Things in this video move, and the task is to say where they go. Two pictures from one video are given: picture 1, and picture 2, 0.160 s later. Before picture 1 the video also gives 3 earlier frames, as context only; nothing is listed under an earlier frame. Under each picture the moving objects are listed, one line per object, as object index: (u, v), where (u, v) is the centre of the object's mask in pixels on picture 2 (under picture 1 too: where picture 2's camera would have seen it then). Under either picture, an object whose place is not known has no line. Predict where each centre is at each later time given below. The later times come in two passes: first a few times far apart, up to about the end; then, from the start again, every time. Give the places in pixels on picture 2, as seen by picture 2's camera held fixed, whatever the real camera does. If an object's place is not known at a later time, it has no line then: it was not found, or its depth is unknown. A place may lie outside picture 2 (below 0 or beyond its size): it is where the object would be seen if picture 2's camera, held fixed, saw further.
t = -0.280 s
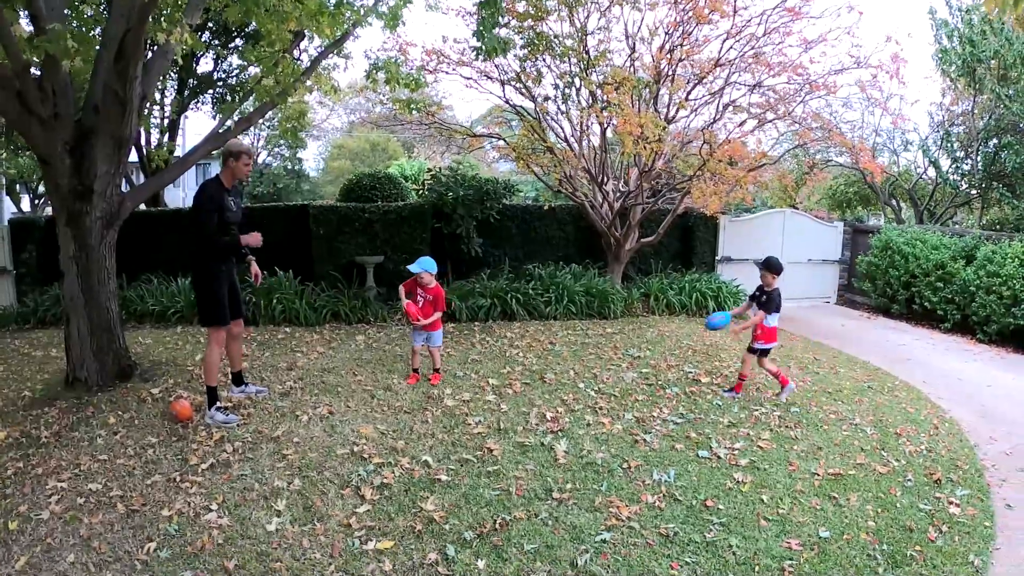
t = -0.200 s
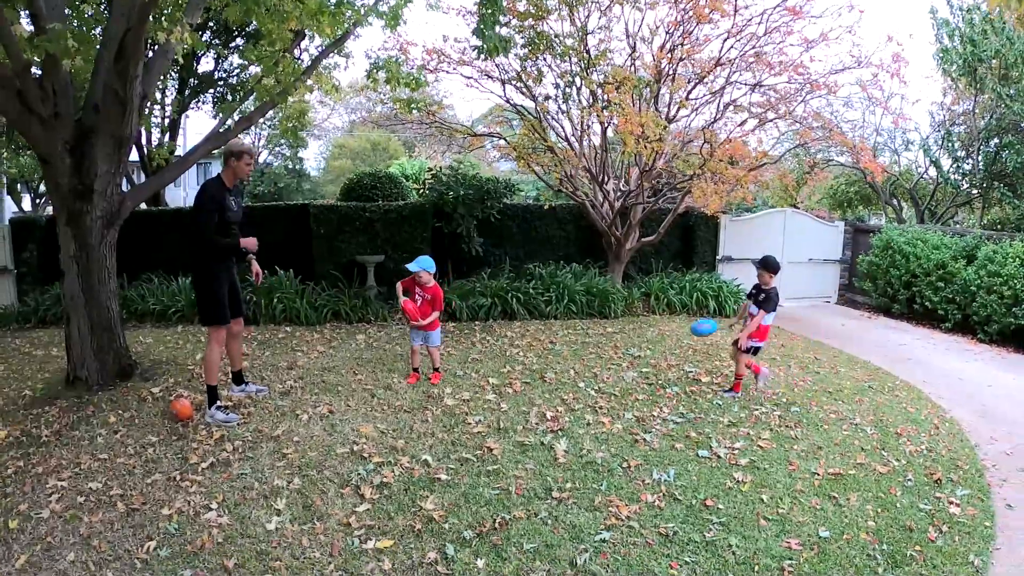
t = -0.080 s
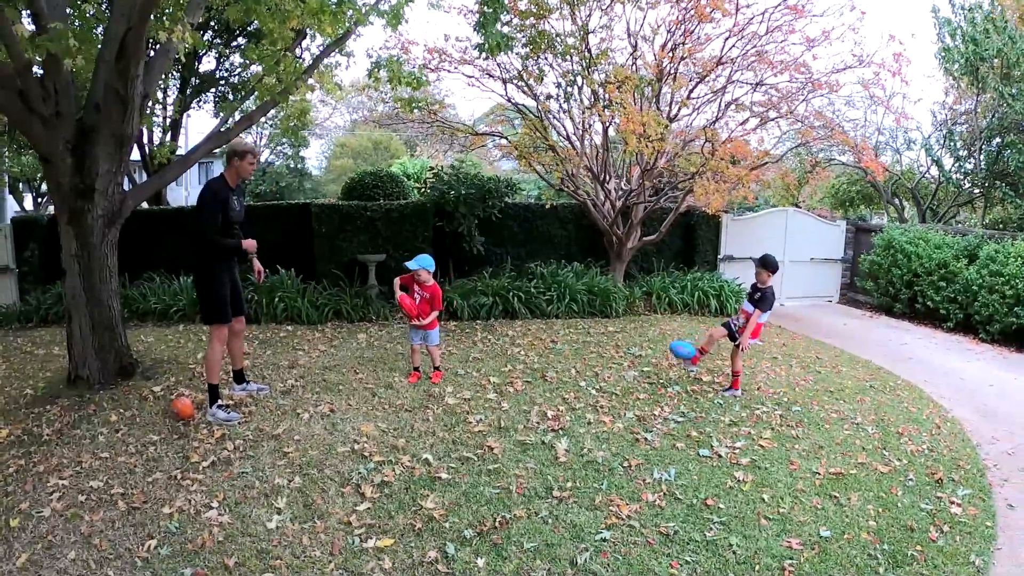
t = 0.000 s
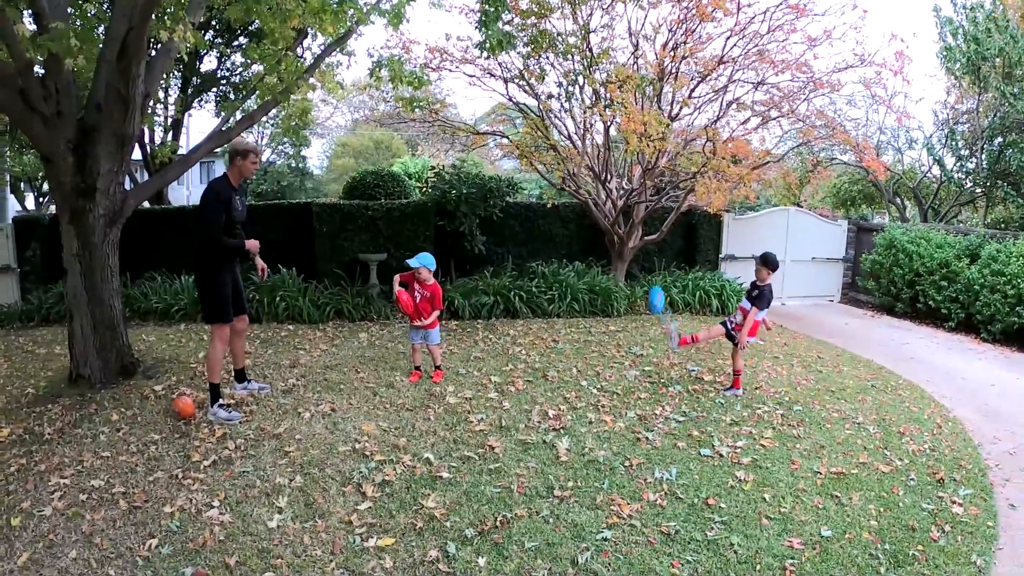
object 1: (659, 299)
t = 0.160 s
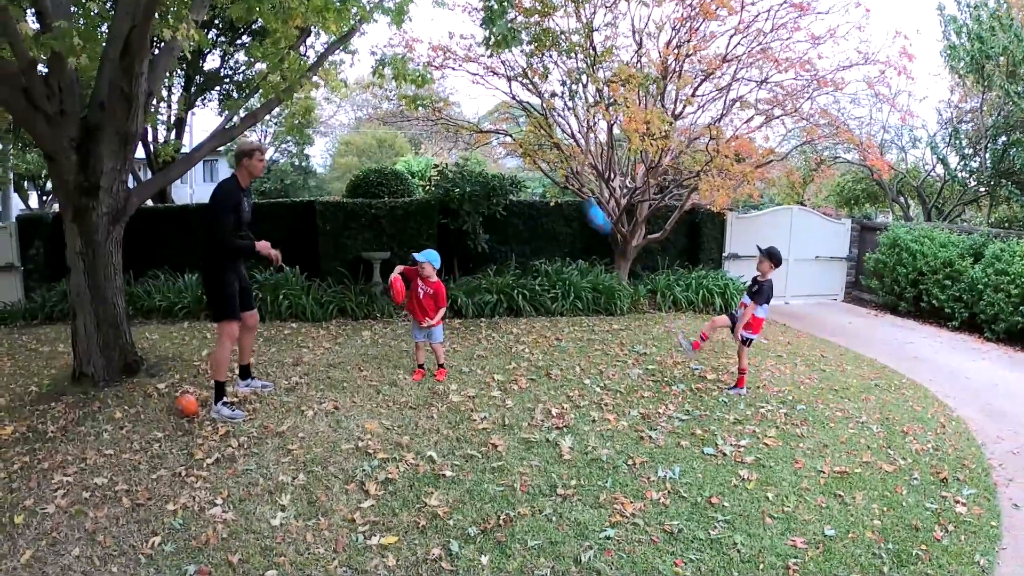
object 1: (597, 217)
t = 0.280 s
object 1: (545, 171)
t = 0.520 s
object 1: (436, 140)
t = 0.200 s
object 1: (579, 199)
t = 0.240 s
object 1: (564, 185)
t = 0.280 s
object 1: (545, 171)
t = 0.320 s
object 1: (528, 161)
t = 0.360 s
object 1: (512, 153)
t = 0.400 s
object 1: (491, 145)
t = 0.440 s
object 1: (475, 142)
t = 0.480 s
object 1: (456, 139)
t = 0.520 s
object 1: (436, 140)
